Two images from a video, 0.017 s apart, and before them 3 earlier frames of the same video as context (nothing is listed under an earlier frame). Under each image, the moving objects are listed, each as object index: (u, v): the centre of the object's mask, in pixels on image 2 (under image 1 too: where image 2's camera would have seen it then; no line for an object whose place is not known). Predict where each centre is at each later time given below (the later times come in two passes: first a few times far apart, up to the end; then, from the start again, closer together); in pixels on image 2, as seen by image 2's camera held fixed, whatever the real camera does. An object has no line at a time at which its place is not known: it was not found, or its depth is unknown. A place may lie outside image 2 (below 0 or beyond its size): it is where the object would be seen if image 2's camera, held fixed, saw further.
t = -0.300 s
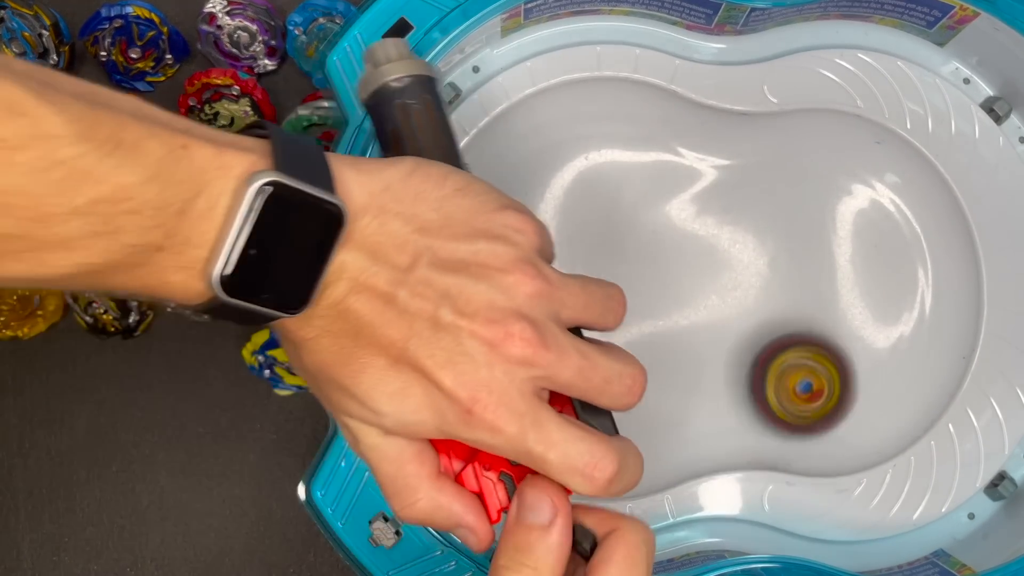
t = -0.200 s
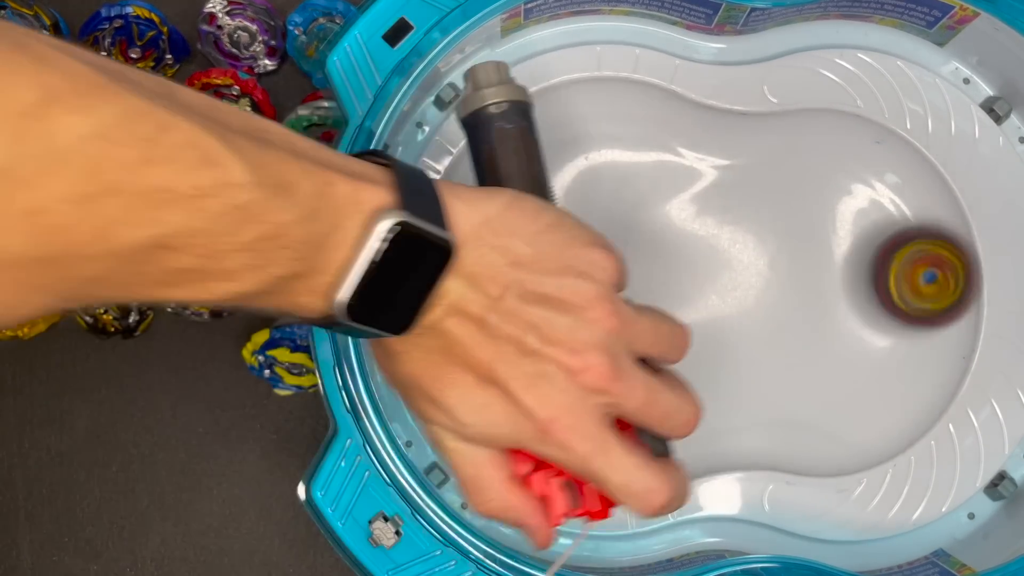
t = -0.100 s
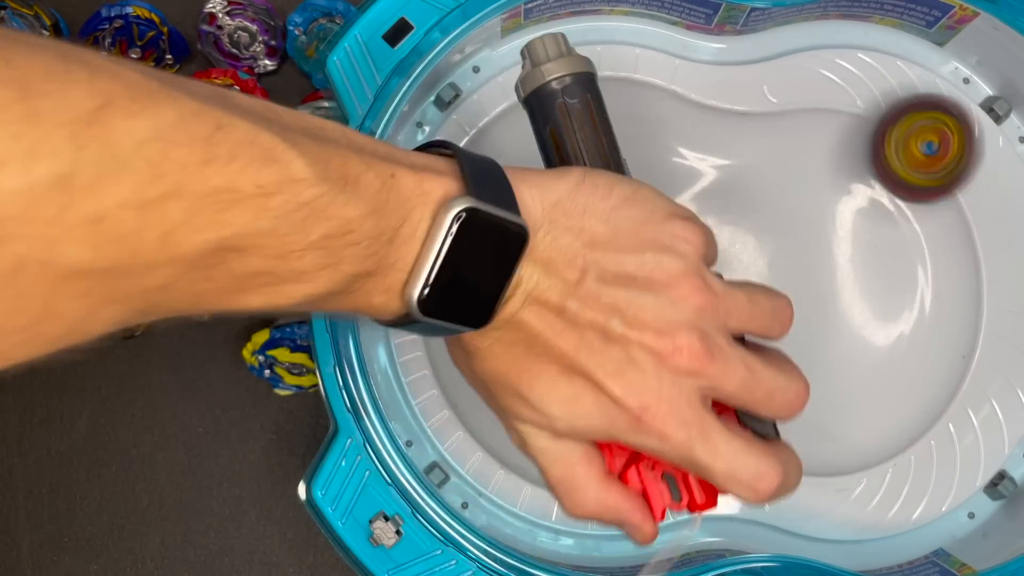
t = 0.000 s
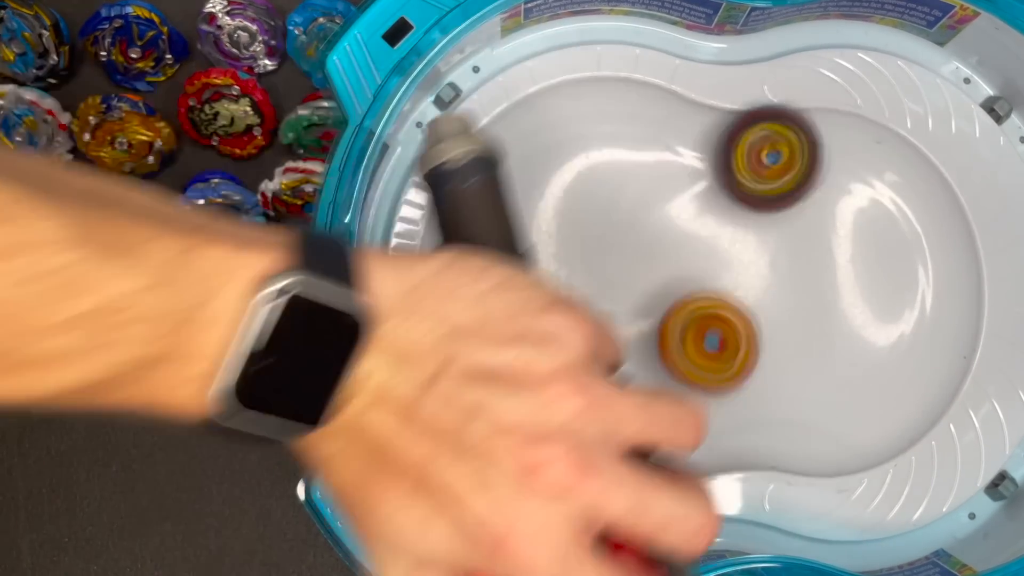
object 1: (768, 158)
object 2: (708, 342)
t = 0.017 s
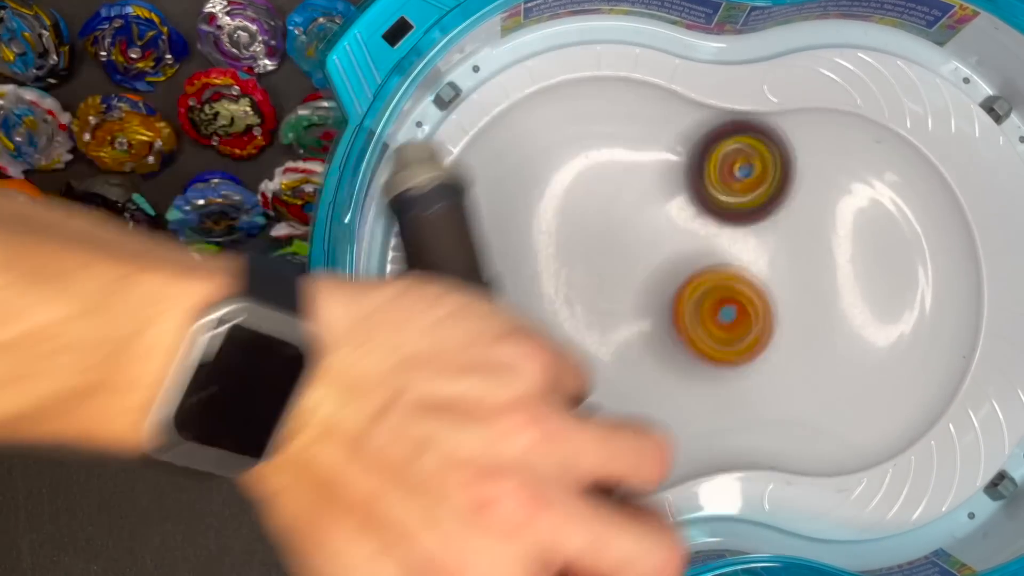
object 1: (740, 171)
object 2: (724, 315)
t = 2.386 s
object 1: (697, 267)
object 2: (554, 249)
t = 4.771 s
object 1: (775, 278)
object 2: (539, 414)
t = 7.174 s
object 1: (785, 170)
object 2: (540, 232)
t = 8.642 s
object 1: (697, 239)
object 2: (624, 291)
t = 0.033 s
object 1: (711, 185)
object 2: (735, 292)
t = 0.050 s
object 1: (681, 197)
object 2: (749, 265)
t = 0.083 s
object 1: (621, 204)
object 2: (783, 241)
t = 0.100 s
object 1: (592, 206)
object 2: (800, 232)
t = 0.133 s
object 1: (542, 213)
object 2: (827, 213)
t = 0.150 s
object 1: (520, 218)
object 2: (843, 204)
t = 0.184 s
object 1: (482, 233)
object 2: (874, 189)
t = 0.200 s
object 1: (468, 243)
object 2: (887, 183)
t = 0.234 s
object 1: (451, 267)
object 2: (907, 179)
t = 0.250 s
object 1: (449, 280)
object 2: (914, 182)
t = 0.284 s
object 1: (451, 309)
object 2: (916, 190)
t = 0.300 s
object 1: (456, 323)
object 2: (909, 200)
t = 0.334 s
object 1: (479, 349)
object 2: (892, 221)
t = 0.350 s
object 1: (495, 361)
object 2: (880, 231)
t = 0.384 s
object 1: (535, 384)
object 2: (854, 253)
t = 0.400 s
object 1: (558, 394)
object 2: (840, 262)
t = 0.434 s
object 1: (610, 409)
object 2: (809, 281)
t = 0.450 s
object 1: (638, 412)
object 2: (793, 288)
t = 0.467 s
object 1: (666, 412)
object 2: (777, 294)
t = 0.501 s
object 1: (722, 408)
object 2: (739, 303)
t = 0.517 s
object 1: (751, 404)
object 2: (721, 305)
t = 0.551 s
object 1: (807, 405)
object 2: (686, 294)
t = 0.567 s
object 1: (838, 403)
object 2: (669, 290)
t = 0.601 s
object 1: (905, 390)
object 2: (633, 281)
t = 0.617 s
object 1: (938, 375)
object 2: (617, 278)
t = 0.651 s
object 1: (977, 329)
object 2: (584, 273)
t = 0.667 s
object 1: (982, 305)
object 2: (570, 271)
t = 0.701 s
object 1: (983, 249)
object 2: (539, 272)
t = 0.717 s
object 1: (982, 222)
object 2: (526, 274)
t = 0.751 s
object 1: (974, 169)
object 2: (500, 279)
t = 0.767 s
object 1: (969, 145)
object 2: (491, 283)
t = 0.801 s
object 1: (957, 103)
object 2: (476, 293)
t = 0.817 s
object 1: (953, 83)
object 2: (470, 297)
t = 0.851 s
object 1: (934, 61)
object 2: (472, 309)
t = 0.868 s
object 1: (916, 66)
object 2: (473, 313)
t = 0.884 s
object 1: (898, 74)
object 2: (477, 317)
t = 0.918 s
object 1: (868, 92)
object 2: (491, 329)
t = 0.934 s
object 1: (853, 101)
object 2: (501, 334)
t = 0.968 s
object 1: (815, 125)
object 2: (526, 344)
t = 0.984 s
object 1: (795, 142)
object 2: (539, 350)
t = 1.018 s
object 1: (760, 179)
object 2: (566, 358)
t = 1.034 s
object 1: (742, 200)
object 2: (579, 360)
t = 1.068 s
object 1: (700, 242)
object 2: (602, 357)
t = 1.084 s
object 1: (682, 262)
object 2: (613, 353)
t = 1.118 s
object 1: (674, 278)
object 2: (598, 365)
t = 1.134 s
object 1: (673, 283)
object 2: (589, 369)
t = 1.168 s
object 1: (675, 293)
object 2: (579, 372)
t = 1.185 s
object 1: (676, 297)
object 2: (577, 372)
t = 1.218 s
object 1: (683, 307)
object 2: (577, 367)
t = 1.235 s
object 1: (688, 310)
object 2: (580, 362)
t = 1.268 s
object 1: (698, 318)
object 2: (591, 356)
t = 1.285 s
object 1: (705, 320)
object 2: (594, 355)
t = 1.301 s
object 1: (712, 322)
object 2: (595, 353)
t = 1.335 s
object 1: (727, 328)
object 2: (593, 343)
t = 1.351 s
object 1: (736, 328)
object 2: (591, 337)
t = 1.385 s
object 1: (751, 331)
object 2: (581, 325)
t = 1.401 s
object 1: (760, 332)
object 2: (574, 320)
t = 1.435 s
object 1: (774, 332)
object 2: (559, 312)
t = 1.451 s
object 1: (781, 331)
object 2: (554, 311)
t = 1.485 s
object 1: (793, 329)
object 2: (548, 312)
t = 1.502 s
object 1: (800, 328)
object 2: (546, 314)
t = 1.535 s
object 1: (809, 324)
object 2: (545, 320)
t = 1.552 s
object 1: (814, 323)
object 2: (546, 321)
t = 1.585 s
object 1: (822, 317)
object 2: (552, 321)
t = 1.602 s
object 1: (825, 315)
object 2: (556, 320)
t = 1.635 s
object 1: (832, 308)
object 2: (563, 319)
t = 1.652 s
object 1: (832, 304)
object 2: (565, 317)
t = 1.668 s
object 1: (834, 301)
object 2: (565, 313)
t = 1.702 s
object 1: (835, 290)
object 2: (565, 298)
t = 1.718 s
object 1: (835, 286)
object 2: (565, 290)
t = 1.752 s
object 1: (834, 275)
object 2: (561, 274)
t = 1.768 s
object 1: (831, 271)
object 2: (558, 268)
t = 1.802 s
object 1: (827, 262)
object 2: (553, 259)
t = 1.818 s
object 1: (823, 258)
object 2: (551, 256)
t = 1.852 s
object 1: (815, 250)
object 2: (546, 253)
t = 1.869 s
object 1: (809, 246)
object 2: (545, 252)
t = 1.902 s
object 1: (798, 240)
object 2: (543, 252)
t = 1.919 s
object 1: (791, 236)
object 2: (543, 253)
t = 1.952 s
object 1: (777, 232)
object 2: (544, 257)
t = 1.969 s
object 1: (768, 229)
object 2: (545, 259)
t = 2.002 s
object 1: (749, 227)
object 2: (549, 263)
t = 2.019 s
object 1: (739, 226)
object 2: (551, 265)
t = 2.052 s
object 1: (716, 226)
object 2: (556, 265)
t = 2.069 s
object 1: (705, 226)
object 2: (559, 263)
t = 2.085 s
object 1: (692, 227)
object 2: (564, 259)
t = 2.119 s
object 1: (674, 230)
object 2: (571, 248)
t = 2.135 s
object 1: (674, 229)
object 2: (565, 242)
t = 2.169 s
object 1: (676, 230)
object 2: (553, 235)
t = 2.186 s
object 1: (675, 231)
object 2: (548, 233)
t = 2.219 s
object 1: (677, 234)
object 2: (543, 232)
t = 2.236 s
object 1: (676, 235)
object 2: (542, 232)
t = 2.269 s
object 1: (679, 240)
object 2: (541, 233)
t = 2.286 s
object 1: (679, 243)
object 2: (541, 234)
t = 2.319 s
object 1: (684, 250)
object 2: (543, 238)
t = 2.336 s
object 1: (686, 254)
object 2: (545, 241)
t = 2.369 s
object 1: (694, 262)
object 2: (550, 247)
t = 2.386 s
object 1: (697, 267)
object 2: (554, 249)
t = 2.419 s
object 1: (708, 275)
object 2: (563, 255)
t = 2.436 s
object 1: (713, 280)
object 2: (569, 257)
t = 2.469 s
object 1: (729, 288)
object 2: (579, 259)
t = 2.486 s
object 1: (736, 294)
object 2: (585, 259)
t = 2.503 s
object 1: (745, 298)
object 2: (590, 258)
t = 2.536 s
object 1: (762, 306)
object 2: (603, 250)
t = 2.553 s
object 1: (772, 310)
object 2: (610, 244)
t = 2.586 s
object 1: (790, 317)
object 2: (620, 227)
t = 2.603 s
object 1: (802, 321)
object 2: (623, 216)
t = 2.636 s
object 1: (821, 328)
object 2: (625, 191)
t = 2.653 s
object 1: (833, 330)
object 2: (623, 178)
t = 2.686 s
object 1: (854, 336)
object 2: (615, 158)
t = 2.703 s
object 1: (865, 333)
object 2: (609, 152)
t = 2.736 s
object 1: (885, 329)
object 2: (594, 145)
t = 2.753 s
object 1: (892, 321)
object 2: (585, 146)
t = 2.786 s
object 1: (907, 304)
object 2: (567, 153)
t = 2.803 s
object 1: (909, 293)
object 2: (558, 161)
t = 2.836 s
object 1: (912, 268)
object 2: (545, 184)
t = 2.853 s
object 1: (907, 255)
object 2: (541, 199)
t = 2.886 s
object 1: (893, 229)
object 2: (542, 229)
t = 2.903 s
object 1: (882, 219)
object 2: (546, 244)
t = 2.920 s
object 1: (871, 211)
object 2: (552, 258)
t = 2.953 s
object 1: (842, 201)
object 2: (569, 284)
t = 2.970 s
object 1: (829, 198)
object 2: (580, 296)
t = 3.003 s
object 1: (801, 203)
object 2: (604, 317)
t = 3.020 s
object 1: (785, 206)
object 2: (618, 325)
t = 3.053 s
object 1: (758, 220)
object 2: (647, 338)
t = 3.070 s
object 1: (742, 227)
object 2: (662, 341)
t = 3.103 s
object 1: (717, 239)
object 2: (695, 346)
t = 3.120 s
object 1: (705, 244)
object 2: (710, 351)
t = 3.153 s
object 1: (686, 236)
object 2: (741, 380)
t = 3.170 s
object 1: (676, 234)
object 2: (758, 393)
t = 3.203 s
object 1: (655, 234)
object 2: (798, 415)
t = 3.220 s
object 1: (644, 234)
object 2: (819, 423)
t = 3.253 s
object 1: (621, 235)
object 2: (864, 430)
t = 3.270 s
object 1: (610, 235)
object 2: (888, 429)
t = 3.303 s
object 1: (593, 239)
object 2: (918, 406)
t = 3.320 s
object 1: (584, 243)
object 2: (929, 390)
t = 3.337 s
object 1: (577, 248)
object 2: (937, 374)
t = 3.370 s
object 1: (564, 261)
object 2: (947, 327)
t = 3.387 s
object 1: (559, 268)
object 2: (947, 300)
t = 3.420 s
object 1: (551, 285)
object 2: (936, 244)
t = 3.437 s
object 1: (548, 294)
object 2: (923, 217)
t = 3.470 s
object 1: (547, 312)
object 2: (889, 169)
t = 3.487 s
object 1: (548, 321)
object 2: (868, 149)
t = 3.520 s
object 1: (553, 339)
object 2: (812, 133)
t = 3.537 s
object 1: (558, 347)
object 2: (783, 136)
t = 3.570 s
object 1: (569, 360)
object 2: (720, 149)
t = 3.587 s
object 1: (576, 364)
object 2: (690, 155)
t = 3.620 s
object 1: (592, 370)
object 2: (625, 175)
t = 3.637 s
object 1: (601, 371)
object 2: (598, 185)
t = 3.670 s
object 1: (617, 367)
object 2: (547, 211)
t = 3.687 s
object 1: (625, 361)
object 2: (524, 226)
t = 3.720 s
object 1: (639, 347)
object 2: (483, 261)
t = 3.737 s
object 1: (647, 339)
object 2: (468, 281)
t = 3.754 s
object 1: (653, 331)
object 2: (456, 301)
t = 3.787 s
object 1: (665, 316)
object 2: (455, 341)
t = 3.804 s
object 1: (668, 308)
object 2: (455, 361)
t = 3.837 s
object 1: (673, 292)
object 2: (469, 400)
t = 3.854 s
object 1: (674, 284)
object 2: (481, 416)
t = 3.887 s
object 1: (673, 270)
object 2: (515, 439)
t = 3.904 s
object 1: (671, 262)
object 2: (534, 448)
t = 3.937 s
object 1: (665, 247)
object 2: (581, 456)
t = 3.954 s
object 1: (661, 239)
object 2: (607, 454)
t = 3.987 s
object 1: (649, 226)
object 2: (657, 442)
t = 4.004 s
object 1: (642, 218)
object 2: (686, 433)
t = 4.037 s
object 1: (625, 203)
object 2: (740, 408)
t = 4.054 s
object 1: (616, 194)
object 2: (764, 395)
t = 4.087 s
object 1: (599, 182)
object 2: (816, 371)
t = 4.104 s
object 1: (591, 179)
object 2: (838, 357)
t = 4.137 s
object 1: (573, 178)
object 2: (875, 335)
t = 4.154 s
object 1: (564, 180)
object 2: (891, 320)
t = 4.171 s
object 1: (555, 184)
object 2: (904, 304)
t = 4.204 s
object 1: (538, 196)
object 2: (921, 272)
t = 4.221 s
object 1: (532, 204)
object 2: (928, 253)
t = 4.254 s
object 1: (523, 223)
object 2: (926, 214)
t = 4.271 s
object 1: (521, 234)
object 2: (922, 197)
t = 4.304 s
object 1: (521, 256)
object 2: (902, 162)
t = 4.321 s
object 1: (523, 267)
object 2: (884, 152)
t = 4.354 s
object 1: (532, 288)
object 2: (844, 140)
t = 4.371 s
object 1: (539, 297)
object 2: (818, 139)
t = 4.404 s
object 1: (555, 313)
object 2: (767, 148)
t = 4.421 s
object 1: (565, 320)
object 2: (740, 150)
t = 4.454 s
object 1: (586, 328)
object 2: (685, 164)
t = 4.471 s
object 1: (596, 331)
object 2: (661, 169)
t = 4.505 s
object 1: (619, 332)
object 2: (611, 180)
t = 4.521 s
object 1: (631, 330)
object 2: (591, 187)
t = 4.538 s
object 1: (643, 327)
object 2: (574, 193)
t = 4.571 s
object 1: (667, 321)
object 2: (541, 214)
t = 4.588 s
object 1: (679, 319)
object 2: (529, 227)
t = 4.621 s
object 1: (700, 312)
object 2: (508, 255)
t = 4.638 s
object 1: (711, 309)
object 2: (502, 272)
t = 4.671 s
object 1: (729, 301)
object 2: (493, 306)
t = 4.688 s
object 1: (739, 298)
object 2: (494, 326)
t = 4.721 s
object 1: (754, 290)
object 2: (503, 362)
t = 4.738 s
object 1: (762, 286)
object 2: (511, 384)
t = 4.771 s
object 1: (775, 278)
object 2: (539, 414)
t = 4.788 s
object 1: (781, 274)
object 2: (555, 430)
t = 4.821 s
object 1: (791, 267)
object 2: (600, 446)
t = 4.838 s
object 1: (796, 263)
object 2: (620, 447)
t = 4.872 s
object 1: (805, 256)
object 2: (668, 439)
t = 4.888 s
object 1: (809, 253)
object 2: (689, 429)
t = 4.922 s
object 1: (815, 248)
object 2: (733, 409)
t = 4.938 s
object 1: (818, 246)
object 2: (751, 396)
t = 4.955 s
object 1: (821, 245)
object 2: (770, 386)
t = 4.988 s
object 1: (826, 242)
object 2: (803, 362)
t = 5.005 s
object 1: (828, 240)
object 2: (817, 353)
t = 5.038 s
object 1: (837, 226)
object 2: (834, 345)
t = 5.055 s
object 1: (842, 214)
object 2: (839, 349)
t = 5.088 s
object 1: (848, 195)
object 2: (847, 345)
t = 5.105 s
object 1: (849, 186)
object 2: (852, 343)
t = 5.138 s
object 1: (845, 170)
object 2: (857, 332)
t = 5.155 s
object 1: (842, 165)
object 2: (860, 325)
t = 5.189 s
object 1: (829, 157)
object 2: (861, 310)
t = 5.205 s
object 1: (822, 156)
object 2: (861, 303)
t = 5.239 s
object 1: (803, 159)
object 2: (858, 289)
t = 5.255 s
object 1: (795, 163)
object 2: (855, 281)
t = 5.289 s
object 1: (780, 173)
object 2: (847, 269)
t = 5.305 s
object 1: (774, 180)
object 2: (843, 264)
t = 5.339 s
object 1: (758, 180)
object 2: (837, 269)
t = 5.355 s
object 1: (751, 180)
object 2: (833, 272)
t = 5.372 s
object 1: (745, 181)
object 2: (830, 275)
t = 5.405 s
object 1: (731, 184)
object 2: (824, 278)
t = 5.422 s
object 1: (725, 185)
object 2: (823, 280)
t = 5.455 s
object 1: (712, 189)
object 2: (818, 284)
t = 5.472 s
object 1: (706, 194)
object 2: (816, 285)
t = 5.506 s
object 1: (693, 203)
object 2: (812, 287)
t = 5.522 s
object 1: (686, 208)
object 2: (810, 288)
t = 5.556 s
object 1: (674, 219)
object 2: (806, 290)
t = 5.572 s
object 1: (670, 225)
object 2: (803, 290)
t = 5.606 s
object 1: (661, 238)
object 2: (798, 290)
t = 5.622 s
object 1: (657, 245)
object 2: (796, 291)
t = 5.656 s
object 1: (653, 260)
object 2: (791, 290)
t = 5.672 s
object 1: (651, 268)
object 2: (788, 290)
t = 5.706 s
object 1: (651, 284)
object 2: (782, 288)
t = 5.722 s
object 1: (653, 292)
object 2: (780, 287)
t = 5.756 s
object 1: (656, 307)
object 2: (772, 284)
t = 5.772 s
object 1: (657, 315)
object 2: (768, 282)
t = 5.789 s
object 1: (659, 321)
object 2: (764, 281)
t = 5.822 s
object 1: (667, 334)
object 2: (755, 277)
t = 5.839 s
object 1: (668, 341)
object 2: (755, 273)
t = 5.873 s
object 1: (670, 353)
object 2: (753, 263)
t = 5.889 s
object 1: (674, 357)
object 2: (750, 258)
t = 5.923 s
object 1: (680, 363)
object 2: (746, 248)
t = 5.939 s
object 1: (684, 368)
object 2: (742, 245)
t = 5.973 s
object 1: (694, 370)
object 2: (733, 237)
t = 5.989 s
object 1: (696, 370)
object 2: (728, 234)
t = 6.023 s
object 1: (704, 369)
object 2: (717, 228)
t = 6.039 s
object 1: (708, 366)
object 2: (710, 225)
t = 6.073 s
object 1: (715, 360)
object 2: (696, 223)
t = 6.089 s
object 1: (719, 357)
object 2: (687, 221)
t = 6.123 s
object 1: (721, 346)
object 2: (671, 218)
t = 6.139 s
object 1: (722, 342)
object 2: (664, 217)
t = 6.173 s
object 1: (723, 327)
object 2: (647, 215)
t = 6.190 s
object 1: (720, 318)
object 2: (640, 214)
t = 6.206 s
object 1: (718, 310)
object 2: (632, 213)
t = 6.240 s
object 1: (709, 294)
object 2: (618, 209)
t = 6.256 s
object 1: (705, 287)
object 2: (612, 209)
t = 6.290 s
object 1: (694, 267)
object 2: (599, 212)
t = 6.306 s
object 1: (686, 258)
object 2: (593, 216)
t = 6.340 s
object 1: (692, 261)
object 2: (560, 205)
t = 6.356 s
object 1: (695, 262)
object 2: (546, 202)
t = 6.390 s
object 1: (699, 263)
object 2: (517, 201)
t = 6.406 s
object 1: (702, 262)
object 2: (505, 203)
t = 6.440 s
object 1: (706, 262)
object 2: (484, 215)
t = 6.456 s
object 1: (708, 262)
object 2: (477, 222)
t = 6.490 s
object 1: (711, 263)
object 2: (468, 244)
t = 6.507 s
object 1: (714, 264)
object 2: (466, 258)
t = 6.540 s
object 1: (715, 265)
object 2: (469, 286)
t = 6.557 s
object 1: (718, 266)
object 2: (474, 301)
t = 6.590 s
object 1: (720, 268)
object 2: (488, 330)
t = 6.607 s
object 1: (723, 270)
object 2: (497, 343)
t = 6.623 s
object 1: (723, 271)
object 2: (508, 352)
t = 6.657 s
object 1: (727, 274)
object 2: (532, 365)
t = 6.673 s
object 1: (728, 275)
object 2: (544, 368)
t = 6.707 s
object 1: (731, 278)
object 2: (573, 368)
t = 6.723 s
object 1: (732, 279)
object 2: (589, 364)
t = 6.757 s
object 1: (736, 282)
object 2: (619, 354)
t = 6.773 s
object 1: (736, 283)
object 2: (632, 345)
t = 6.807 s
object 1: (749, 283)
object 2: (650, 324)
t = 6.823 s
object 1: (767, 283)
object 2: (646, 320)
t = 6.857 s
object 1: (811, 277)
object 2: (638, 308)
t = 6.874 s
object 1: (834, 277)
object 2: (632, 302)
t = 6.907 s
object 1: (866, 276)
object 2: (623, 290)
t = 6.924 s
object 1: (884, 272)
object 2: (619, 284)
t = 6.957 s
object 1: (906, 274)
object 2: (608, 272)
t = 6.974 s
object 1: (914, 276)
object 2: (602, 266)
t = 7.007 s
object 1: (912, 267)
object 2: (590, 256)
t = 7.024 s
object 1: (897, 256)
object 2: (585, 252)
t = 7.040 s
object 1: (885, 244)
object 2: (579, 249)
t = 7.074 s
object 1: (857, 218)
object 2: (568, 242)
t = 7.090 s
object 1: (840, 207)
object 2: (563, 238)
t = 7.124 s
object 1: (811, 188)
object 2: (552, 234)
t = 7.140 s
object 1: (803, 182)
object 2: (548, 233)
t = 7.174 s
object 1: (785, 170)
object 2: (540, 232)
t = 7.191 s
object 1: (774, 163)
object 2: (536, 231)
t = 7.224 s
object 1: (755, 162)
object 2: (530, 233)
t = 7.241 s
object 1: (749, 169)
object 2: (530, 234)
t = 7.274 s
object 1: (728, 183)
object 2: (529, 238)
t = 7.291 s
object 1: (717, 192)
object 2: (528, 240)
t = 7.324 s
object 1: (697, 214)
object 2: (530, 244)
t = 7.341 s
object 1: (687, 222)
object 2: (534, 245)
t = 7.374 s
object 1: (668, 239)
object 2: (539, 248)
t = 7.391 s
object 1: (657, 240)
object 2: (542, 250)
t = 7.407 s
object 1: (644, 239)
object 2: (547, 250)
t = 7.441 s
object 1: (632, 240)
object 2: (554, 252)
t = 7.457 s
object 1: (636, 245)
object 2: (552, 253)
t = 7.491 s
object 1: (643, 253)
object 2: (558, 253)
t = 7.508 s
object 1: (646, 253)
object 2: (560, 254)
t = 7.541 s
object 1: (650, 250)
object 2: (570, 252)
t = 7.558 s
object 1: (654, 247)
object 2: (574, 252)
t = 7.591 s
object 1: (662, 243)
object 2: (582, 247)
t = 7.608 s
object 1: (667, 242)
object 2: (586, 247)
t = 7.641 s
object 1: (675, 240)
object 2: (593, 242)
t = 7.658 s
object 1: (678, 240)
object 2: (596, 239)
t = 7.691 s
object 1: (683, 241)
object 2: (602, 234)
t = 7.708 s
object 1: (686, 242)
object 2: (606, 232)
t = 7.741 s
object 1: (690, 242)
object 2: (610, 226)
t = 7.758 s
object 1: (690, 243)
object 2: (611, 224)
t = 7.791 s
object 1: (691, 243)
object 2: (615, 217)
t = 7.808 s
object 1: (691, 244)
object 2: (616, 212)
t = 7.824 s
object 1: (691, 244)
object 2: (618, 210)
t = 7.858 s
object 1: (689, 244)
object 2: (619, 203)
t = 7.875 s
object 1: (689, 244)
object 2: (619, 201)
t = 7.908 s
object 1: (689, 244)
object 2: (619, 198)
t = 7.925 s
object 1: (688, 244)
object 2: (618, 196)
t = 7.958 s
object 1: (694, 240)
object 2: (617, 194)
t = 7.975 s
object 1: (697, 239)
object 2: (616, 196)
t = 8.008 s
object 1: (697, 239)
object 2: (613, 195)
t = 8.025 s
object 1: (697, 239)
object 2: (611, 197)
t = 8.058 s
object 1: (697, 239)
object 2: (610, 201)
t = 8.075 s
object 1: (697, 239)
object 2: (608, 202)
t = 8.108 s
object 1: (697, 239)
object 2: (608, 206)
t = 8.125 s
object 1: (697, 239)
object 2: (608, 208)
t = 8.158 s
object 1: (697, 239)
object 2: (606, 212)
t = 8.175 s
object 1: (697, 239)
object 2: (606, 216)
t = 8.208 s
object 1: (697, 239)
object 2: (605, 221)
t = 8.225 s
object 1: (697, 239)
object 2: (604, 224)
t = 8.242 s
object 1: (698, 239)
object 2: (606, 227)
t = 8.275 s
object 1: (697, 239)
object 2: (604, 233)
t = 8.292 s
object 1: (698, 239)
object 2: (605, 238)
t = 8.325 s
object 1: (698, 239)
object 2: (607, 246)
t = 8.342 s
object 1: (698, 239)
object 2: (607, 250)
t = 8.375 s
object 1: (698, 239)
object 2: (608, 259)
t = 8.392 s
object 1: (698, 239)
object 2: (609, 262)
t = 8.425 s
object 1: (697, 239)
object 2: (611, 271)
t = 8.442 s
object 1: (697, 239)
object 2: (613, 276)
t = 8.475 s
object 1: (697, 238)
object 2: (615, 283)
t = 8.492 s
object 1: (697, 239)
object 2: (615, 288)
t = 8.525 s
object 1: (697, 238)
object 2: (618, 289)
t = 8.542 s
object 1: (697, 238)
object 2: (621, 289)
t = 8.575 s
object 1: (697, 238)
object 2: (622, 290)
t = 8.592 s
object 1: (697, 238)
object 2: (623, 291)
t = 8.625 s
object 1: (698, 239)
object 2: (624, 291)
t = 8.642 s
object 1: (697, 239)
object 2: (624, 291)
